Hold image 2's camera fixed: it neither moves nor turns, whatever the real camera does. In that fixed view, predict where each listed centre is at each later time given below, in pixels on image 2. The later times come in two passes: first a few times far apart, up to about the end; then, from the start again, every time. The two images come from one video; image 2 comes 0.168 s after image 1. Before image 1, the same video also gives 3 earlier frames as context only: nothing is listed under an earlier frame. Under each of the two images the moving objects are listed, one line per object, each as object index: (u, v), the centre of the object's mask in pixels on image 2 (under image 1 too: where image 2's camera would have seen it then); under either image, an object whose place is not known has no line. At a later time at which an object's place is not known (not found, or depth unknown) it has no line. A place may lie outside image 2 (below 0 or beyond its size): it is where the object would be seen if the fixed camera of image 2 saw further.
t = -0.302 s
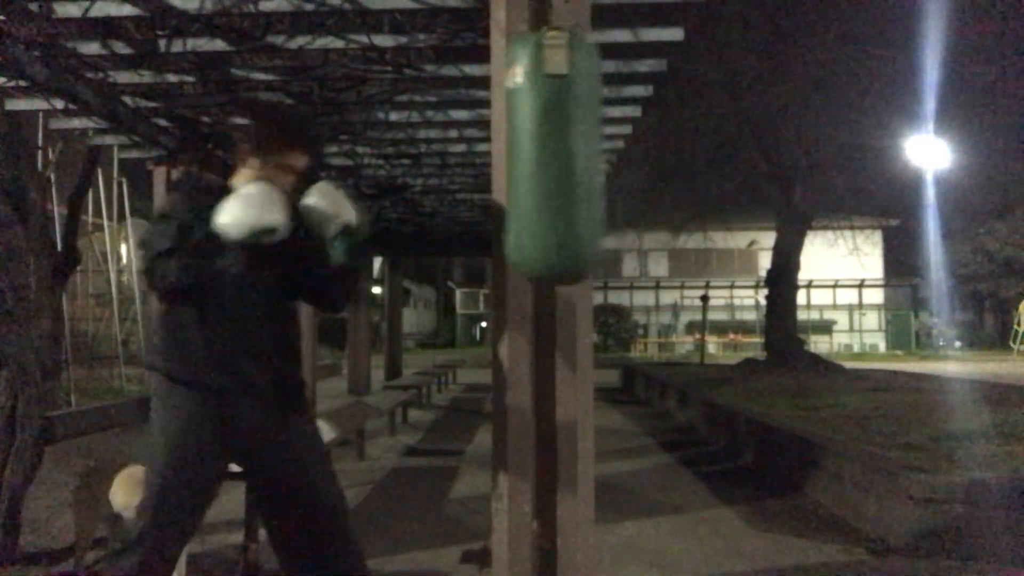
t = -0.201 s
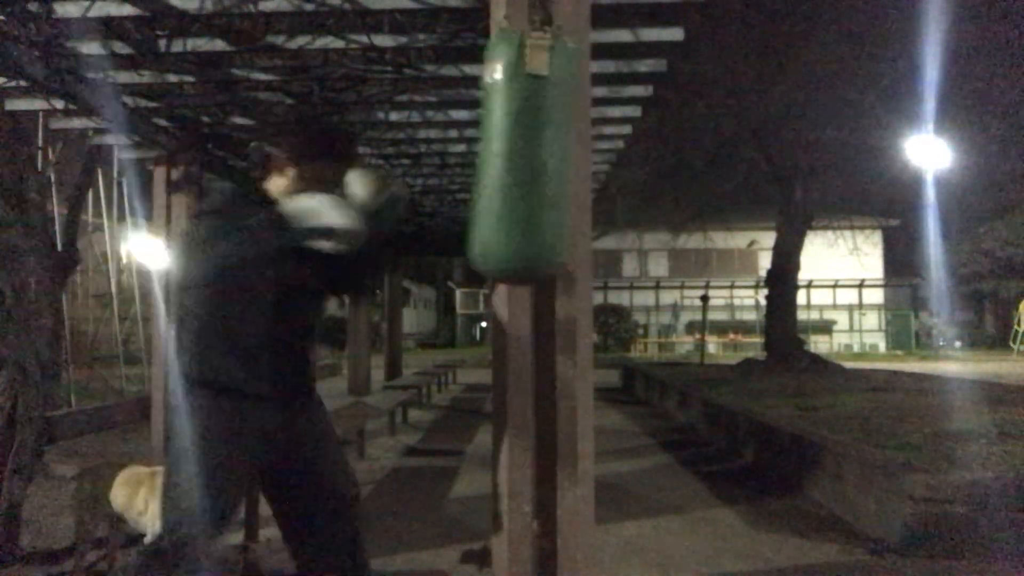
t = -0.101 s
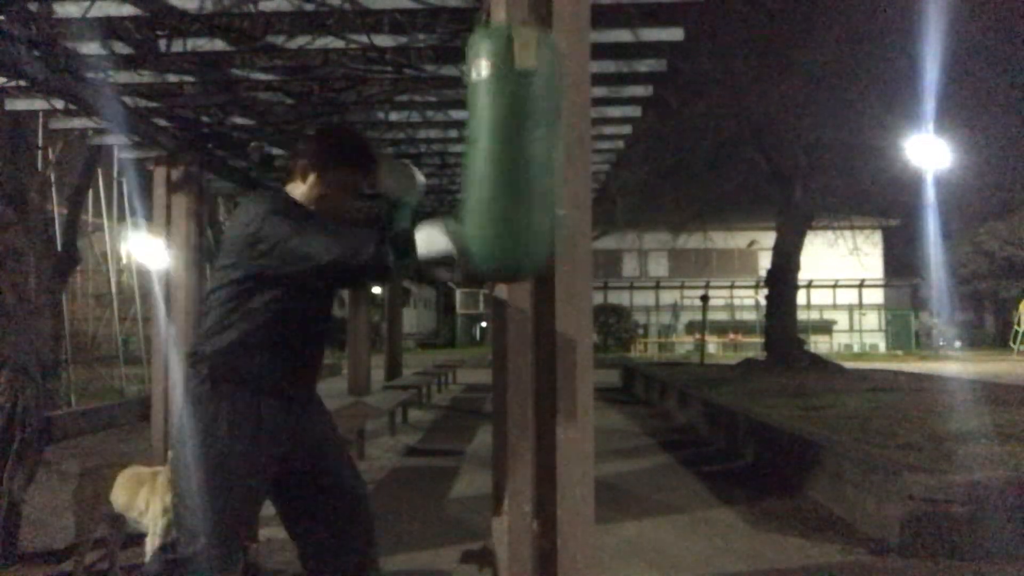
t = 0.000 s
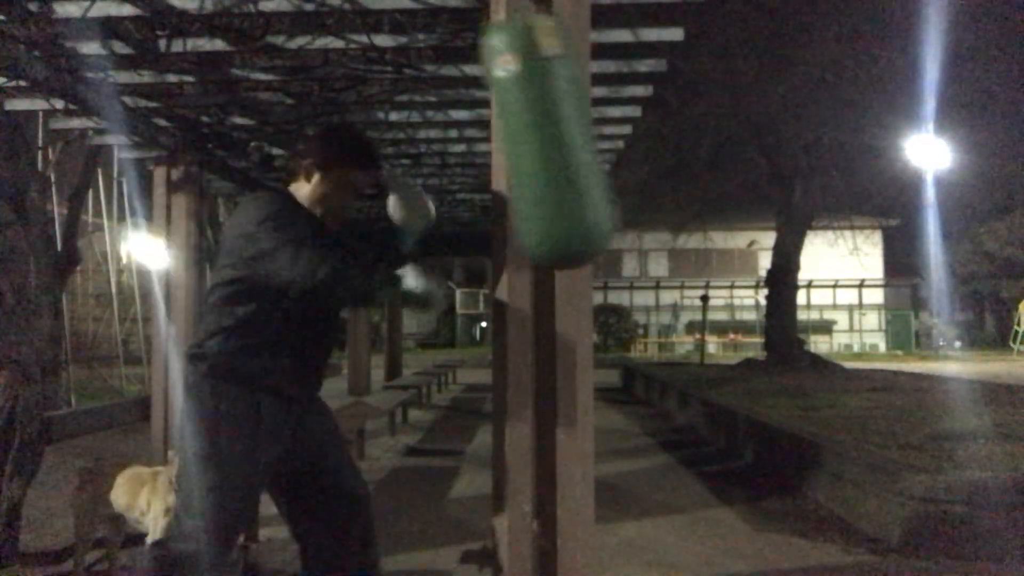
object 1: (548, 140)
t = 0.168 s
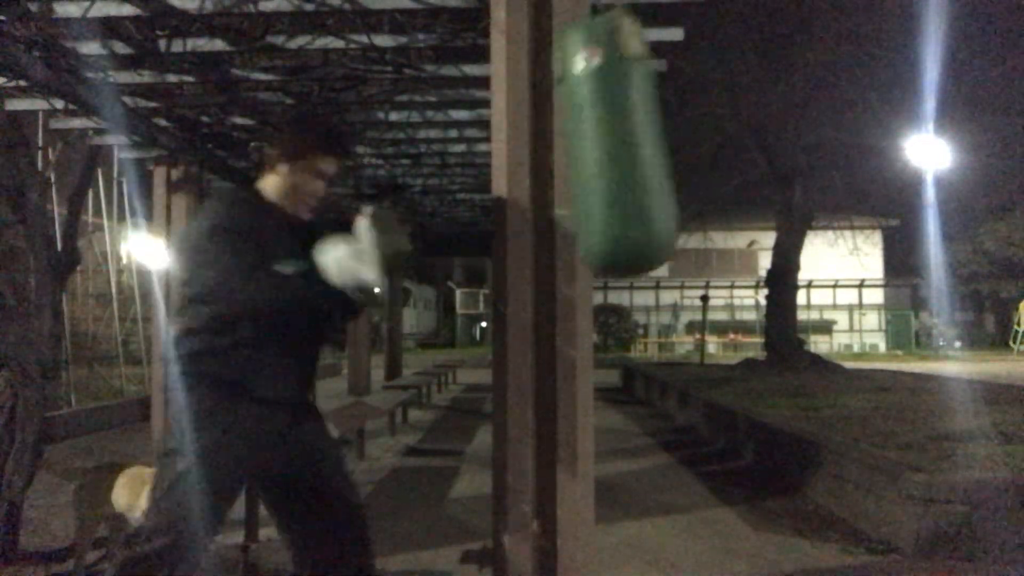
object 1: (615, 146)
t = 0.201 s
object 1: (624, 140)
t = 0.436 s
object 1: (654, 129)
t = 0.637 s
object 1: (623, 141)
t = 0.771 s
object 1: (580, 147)
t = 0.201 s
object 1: (624, 140)
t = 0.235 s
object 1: (632, 138)
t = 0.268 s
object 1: (639, 137)
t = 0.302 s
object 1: (645, 136)
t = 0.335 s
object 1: (650, 136)
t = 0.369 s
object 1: (652, 133)
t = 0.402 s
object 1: (653, 130)
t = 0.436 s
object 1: (654, 129)
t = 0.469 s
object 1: (654, 129)
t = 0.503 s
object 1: (654, 131)
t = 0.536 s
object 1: (647, 135)
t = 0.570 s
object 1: (639, 136)
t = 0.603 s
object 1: (632, 138)
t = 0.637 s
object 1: (623, 141)
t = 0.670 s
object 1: (613, 143)
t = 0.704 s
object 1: (603, 144)
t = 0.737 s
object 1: (592, 146)
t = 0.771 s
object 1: (580, 147)
